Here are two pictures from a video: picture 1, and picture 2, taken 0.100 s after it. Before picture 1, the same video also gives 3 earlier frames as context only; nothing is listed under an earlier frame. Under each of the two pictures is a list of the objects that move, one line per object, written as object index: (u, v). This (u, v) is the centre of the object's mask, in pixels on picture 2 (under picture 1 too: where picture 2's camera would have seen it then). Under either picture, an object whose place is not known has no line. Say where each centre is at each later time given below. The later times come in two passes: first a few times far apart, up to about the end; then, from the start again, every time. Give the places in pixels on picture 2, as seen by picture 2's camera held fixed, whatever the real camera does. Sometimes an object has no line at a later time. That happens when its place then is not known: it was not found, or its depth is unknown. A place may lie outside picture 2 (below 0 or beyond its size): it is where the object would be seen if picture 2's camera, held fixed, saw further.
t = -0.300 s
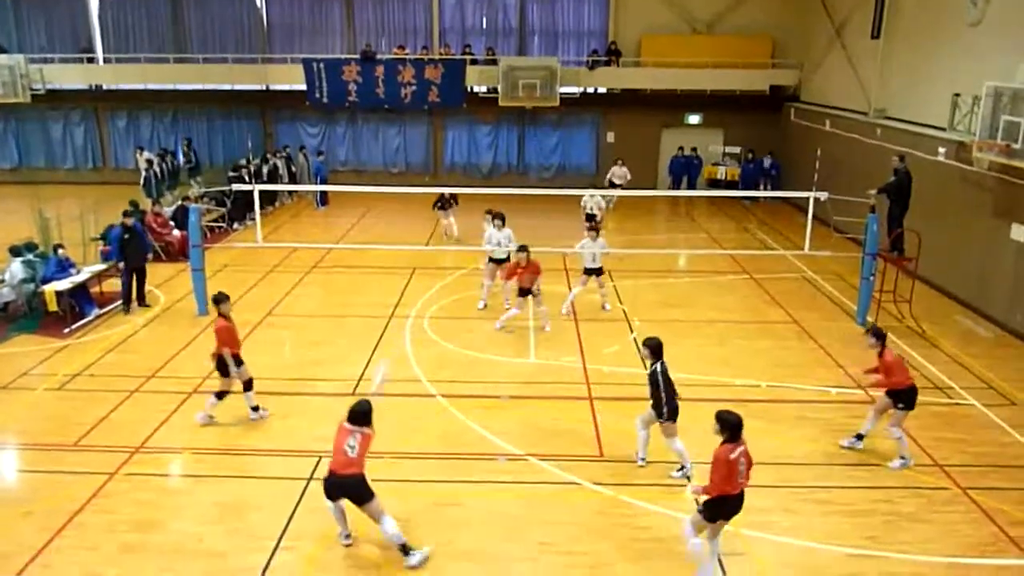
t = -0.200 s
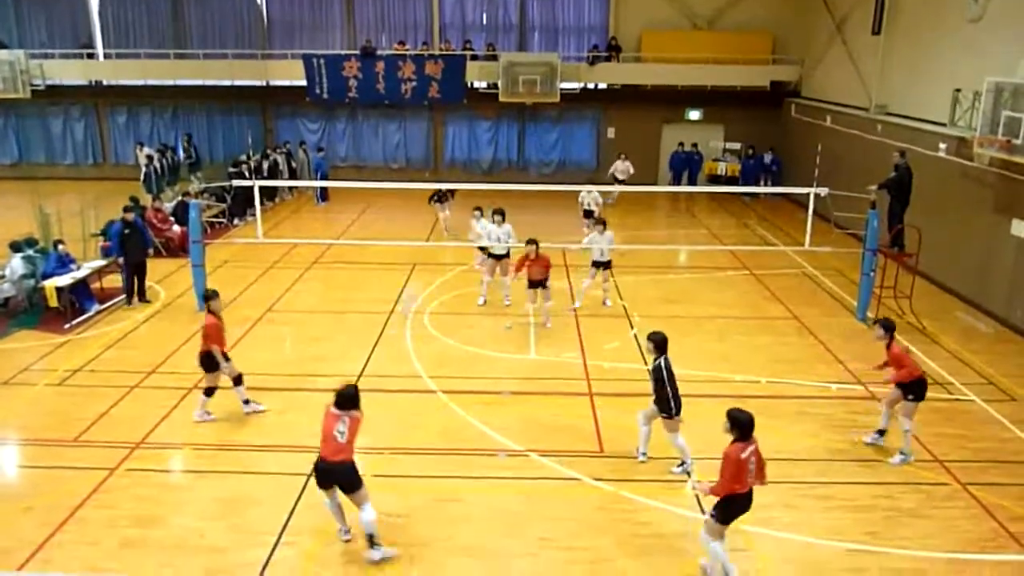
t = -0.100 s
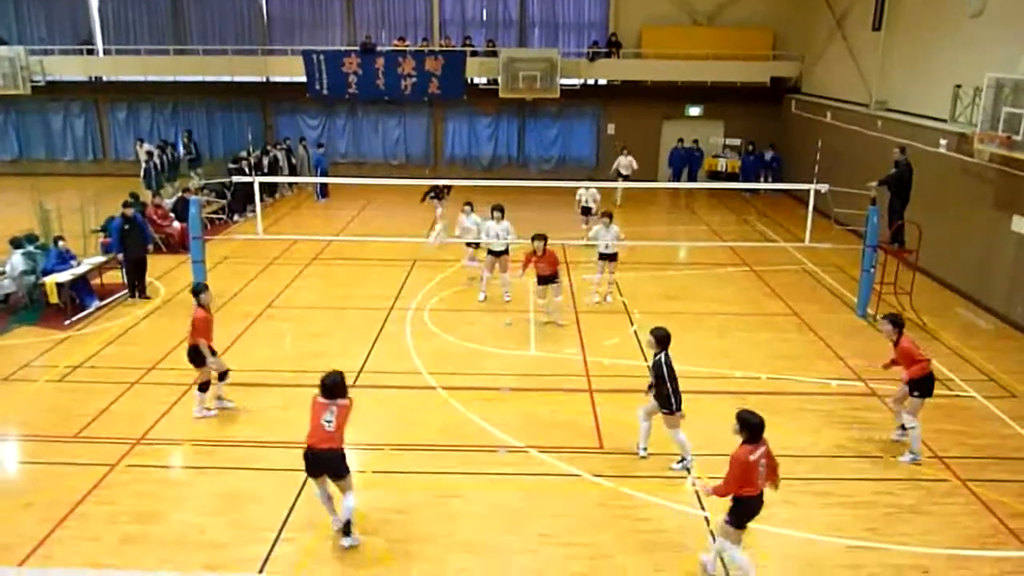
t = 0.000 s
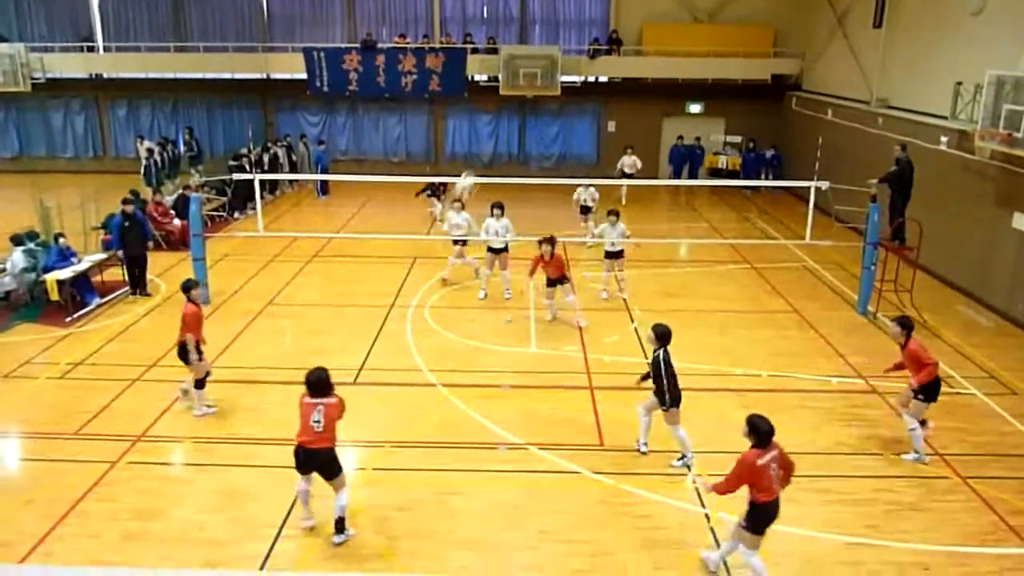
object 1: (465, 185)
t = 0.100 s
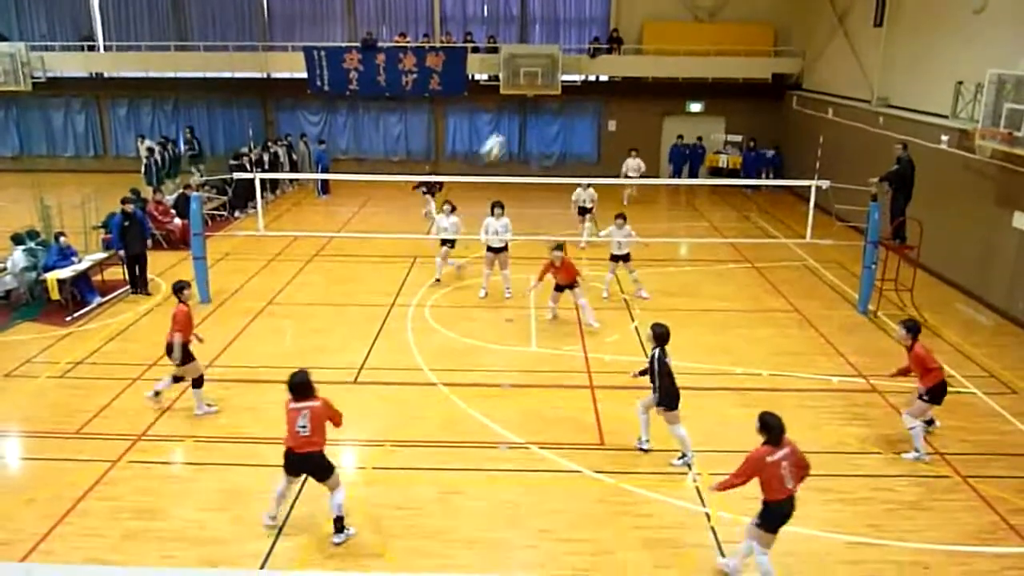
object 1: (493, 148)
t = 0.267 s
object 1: (536, 108)
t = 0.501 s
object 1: (588, 100)
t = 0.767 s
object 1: (636, 146)
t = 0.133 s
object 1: (500, 138)
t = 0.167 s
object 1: (511, 128)
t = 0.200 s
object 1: (519, 120)
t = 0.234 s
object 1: (527, 114)
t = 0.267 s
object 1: (536, 108)
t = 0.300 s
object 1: (543, 104)
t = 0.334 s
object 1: (550, 101)
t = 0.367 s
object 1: (558, 99)
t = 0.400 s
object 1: (566, 97)
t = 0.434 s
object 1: (573, 97)
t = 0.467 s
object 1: (581, 98)
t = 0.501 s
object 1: (588, 100)
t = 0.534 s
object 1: (594, 102)
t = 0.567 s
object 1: (601, 106)
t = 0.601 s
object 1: (608, 112)
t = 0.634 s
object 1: (613, 117)
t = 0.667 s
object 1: (619, 123)
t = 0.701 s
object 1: (625, 130)
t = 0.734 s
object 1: (631, 138)
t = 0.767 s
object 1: (636, 146)
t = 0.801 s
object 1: (642, 155)
